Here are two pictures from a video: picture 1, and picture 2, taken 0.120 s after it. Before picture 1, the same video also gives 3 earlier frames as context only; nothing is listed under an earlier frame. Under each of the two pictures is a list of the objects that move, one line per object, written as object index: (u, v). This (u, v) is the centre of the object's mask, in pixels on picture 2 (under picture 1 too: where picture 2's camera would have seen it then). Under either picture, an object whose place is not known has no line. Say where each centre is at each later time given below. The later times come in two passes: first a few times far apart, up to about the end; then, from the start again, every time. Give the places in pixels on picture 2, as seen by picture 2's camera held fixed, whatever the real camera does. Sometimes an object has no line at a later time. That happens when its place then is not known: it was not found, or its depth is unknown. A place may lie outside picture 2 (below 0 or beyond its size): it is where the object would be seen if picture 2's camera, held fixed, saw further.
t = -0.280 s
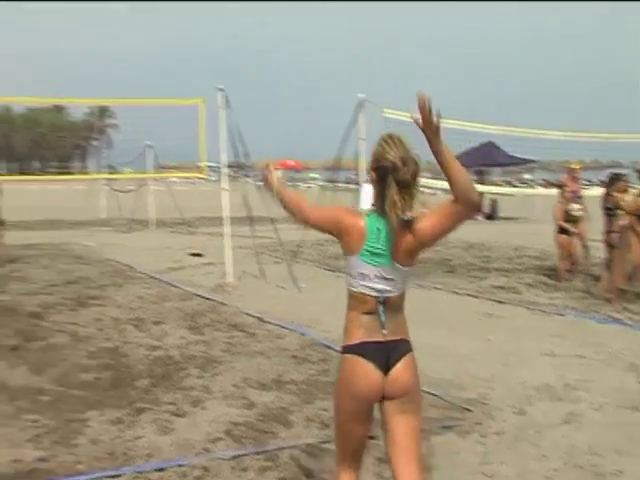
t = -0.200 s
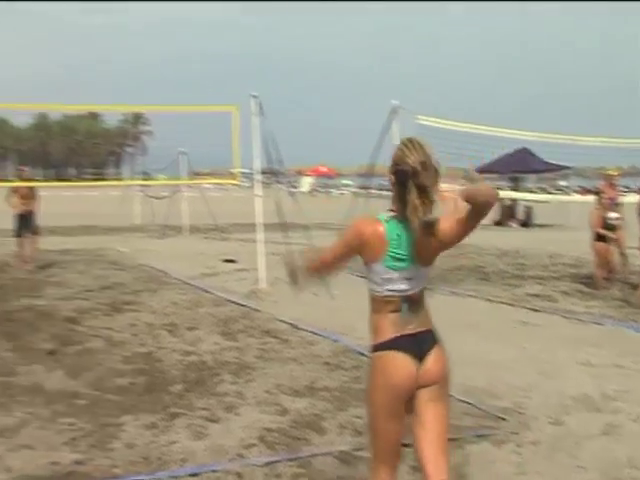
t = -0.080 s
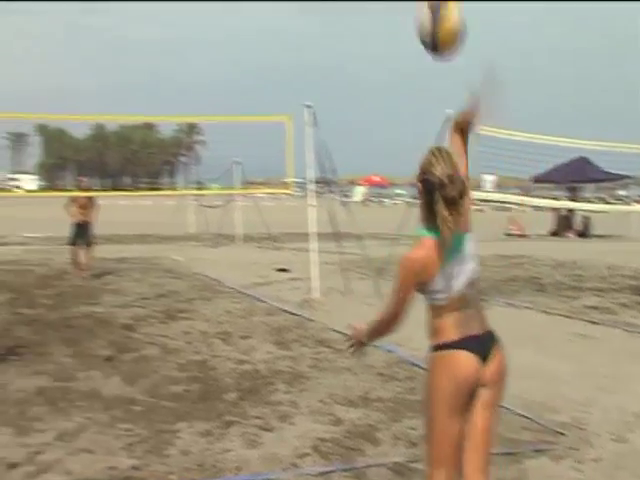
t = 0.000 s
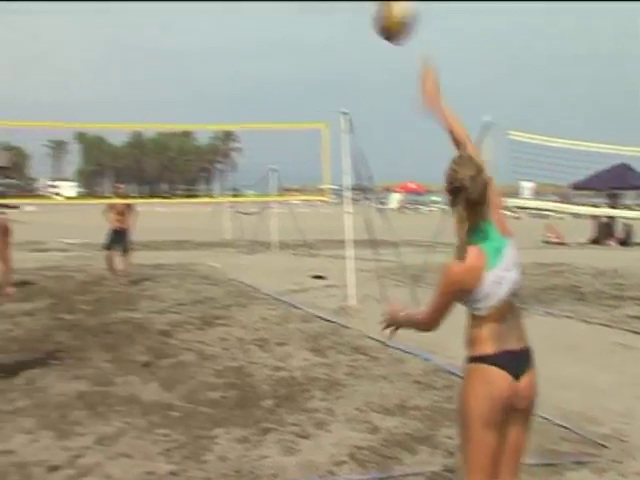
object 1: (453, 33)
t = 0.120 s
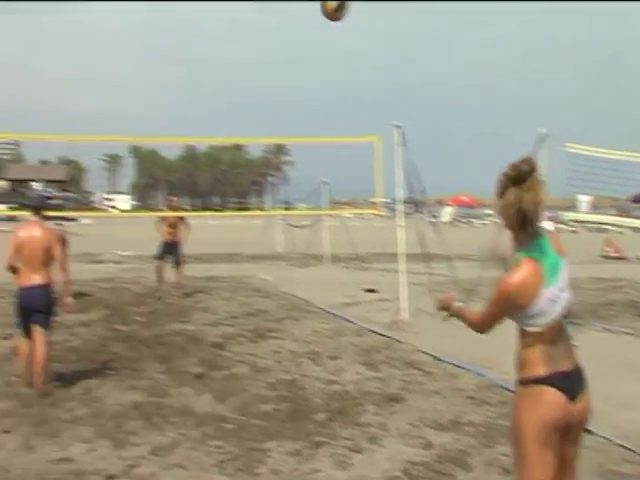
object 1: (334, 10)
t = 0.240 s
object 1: (268, 4)
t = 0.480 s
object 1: (201, 50)
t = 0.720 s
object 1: (169, 122)
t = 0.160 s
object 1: (309, 6)
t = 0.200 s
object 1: (287, 4)
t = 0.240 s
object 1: (268, 4)
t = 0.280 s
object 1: (252, 9)
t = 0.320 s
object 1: (239, 16)
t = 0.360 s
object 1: (227, 23)
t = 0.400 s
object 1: (217, 31)
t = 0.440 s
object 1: (208, 40)
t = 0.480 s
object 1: (201, 50)
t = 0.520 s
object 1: (195, 61)
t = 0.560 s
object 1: (189, 71)
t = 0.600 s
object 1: (184, 84)
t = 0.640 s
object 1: (179, 96)
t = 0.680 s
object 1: (174, 109)
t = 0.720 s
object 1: (169, 122)
